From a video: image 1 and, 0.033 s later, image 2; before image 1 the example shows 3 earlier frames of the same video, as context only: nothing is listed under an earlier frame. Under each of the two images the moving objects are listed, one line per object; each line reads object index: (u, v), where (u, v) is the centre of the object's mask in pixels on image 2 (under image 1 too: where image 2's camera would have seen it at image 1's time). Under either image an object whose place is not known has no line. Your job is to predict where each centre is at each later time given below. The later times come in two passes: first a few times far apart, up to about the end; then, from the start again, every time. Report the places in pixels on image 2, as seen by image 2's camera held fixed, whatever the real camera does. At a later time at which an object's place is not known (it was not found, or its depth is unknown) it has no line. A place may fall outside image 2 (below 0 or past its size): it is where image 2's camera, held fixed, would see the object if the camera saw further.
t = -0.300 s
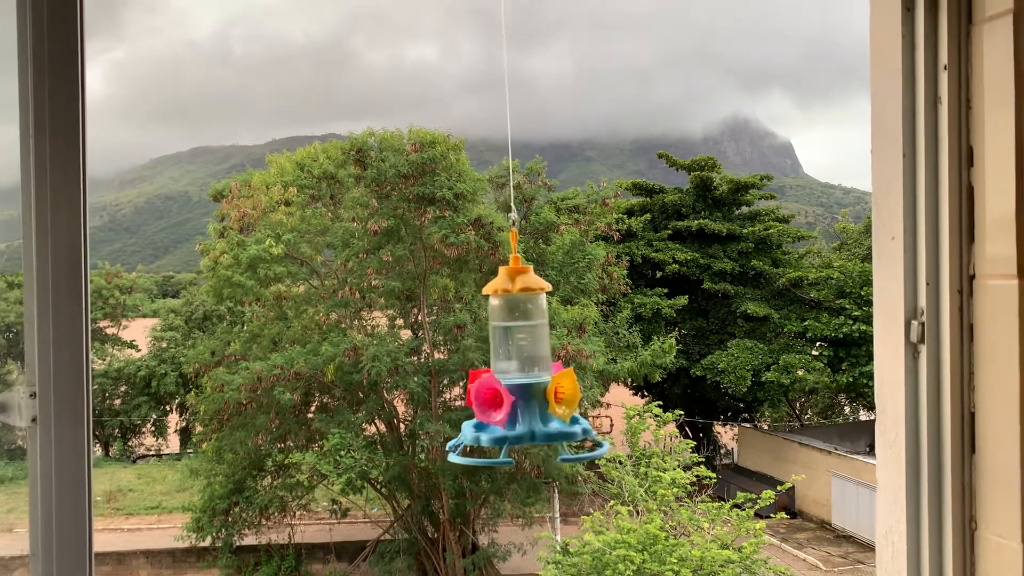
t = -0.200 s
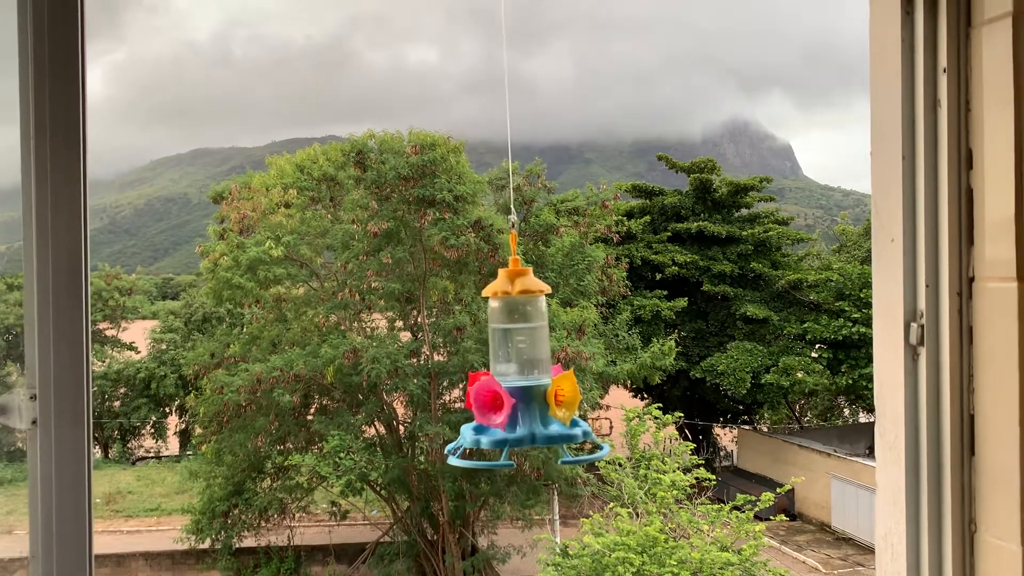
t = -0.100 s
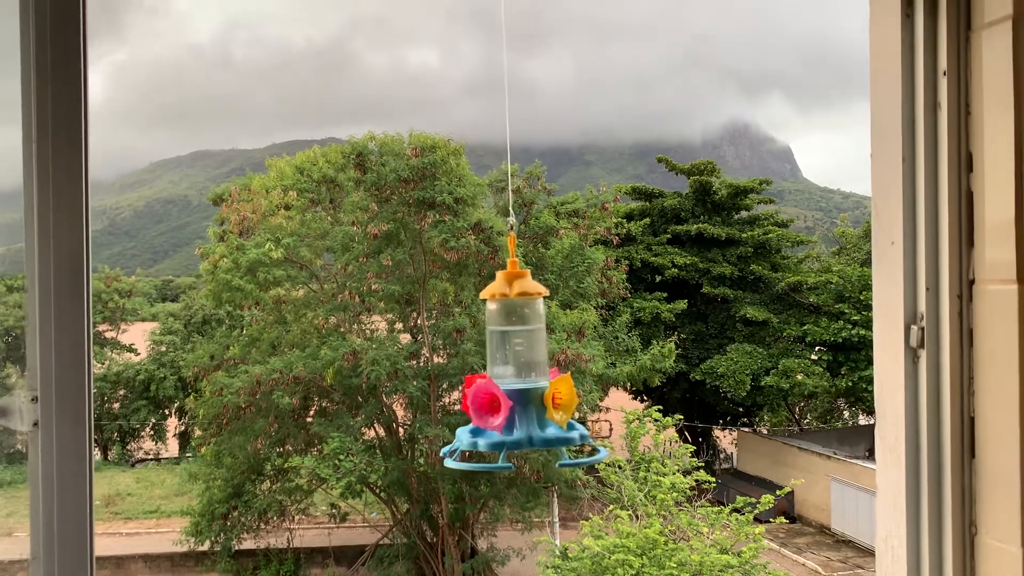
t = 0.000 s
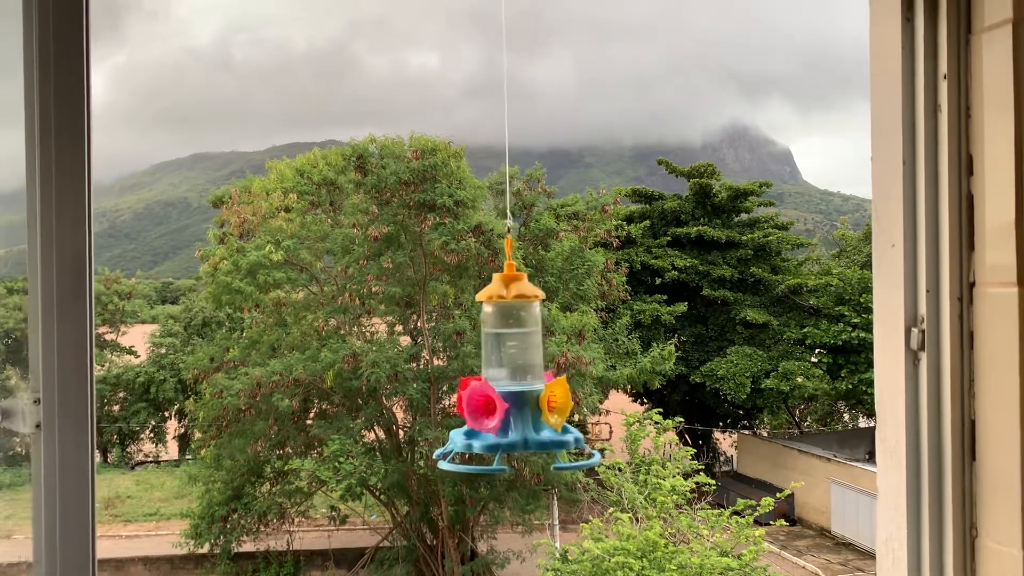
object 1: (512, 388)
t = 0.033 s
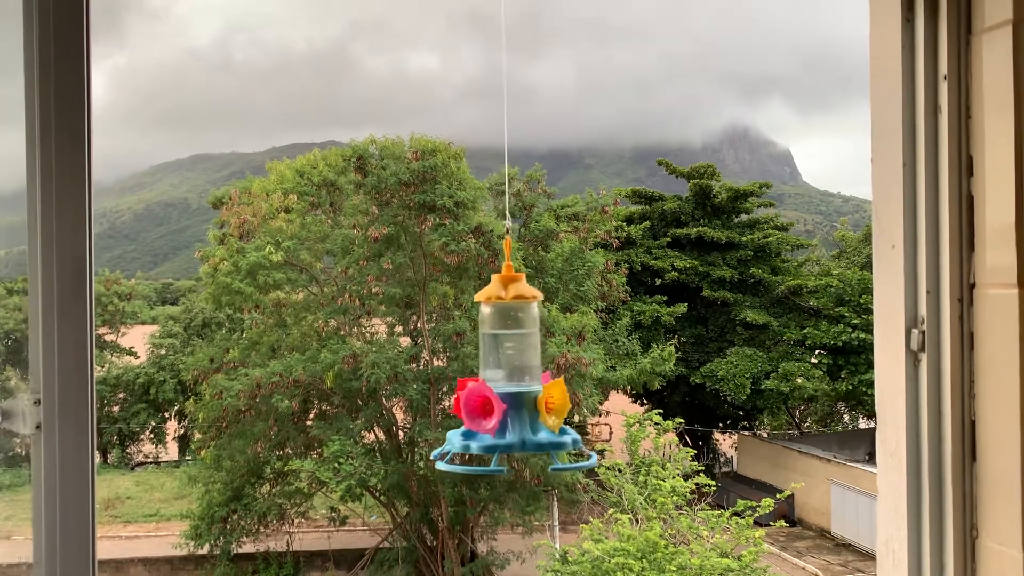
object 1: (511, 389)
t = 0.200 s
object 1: (499, 390)
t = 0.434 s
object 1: (494, 390)
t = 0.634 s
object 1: (502, 390)
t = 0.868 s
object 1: (517, 389)
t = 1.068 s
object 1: (521, 389)
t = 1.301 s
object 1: (511, 388)
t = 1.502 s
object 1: (498, 388)
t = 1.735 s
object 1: (494, 388)
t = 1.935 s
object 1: (507, 387)
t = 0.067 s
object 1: (508, 389)
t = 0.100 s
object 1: (505, 388)
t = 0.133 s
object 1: (503, 390)
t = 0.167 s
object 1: (501, 390)
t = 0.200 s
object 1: (499, 390)
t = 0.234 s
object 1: (497, 390)
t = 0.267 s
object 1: (496, 390)
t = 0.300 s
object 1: (495, 390)
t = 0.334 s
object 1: (494, 390)
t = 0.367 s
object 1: (494, 390)
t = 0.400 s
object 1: (494, 390)
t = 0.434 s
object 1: (494, 390)
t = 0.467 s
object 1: (495, 390)
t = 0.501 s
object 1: (496, 390)
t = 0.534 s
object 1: (498, 390)
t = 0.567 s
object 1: (499, 390)
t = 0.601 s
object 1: (501, 390)
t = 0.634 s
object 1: (502, 390)
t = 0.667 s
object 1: (504, 390)
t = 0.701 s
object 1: (507, 390)
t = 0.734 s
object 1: (509, 390)
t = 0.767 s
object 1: (511, 390)
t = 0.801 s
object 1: (513, 390)
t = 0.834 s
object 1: (515, 389)
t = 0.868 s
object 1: (517, 389)
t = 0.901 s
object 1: (518, 389)
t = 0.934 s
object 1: (520, 389)
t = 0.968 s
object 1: (520, 389)
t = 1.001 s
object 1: (521, 389)
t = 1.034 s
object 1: (521, 389)
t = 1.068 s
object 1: (521, 389)
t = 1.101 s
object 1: (520, 390)
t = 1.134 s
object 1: (519, 389)
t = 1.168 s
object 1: (518, 389)
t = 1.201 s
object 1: (517, 389)
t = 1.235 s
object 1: (515, 389)
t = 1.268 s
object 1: (513, 388)
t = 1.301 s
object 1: (511, 388)
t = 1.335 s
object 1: (509, 388)
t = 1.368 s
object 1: (506, 388)
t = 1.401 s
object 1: (504, 388)
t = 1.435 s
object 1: (502, 388)
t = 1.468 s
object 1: (500, 388)
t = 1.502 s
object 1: (498, 388)
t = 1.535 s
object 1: (497, 388)
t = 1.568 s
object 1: (495, 388)
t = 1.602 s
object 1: (494, 388)
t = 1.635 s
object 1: (494, 388)
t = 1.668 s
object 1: (494, 388)
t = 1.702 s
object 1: (494, 388)
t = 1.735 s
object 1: (494, 388)
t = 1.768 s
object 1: (496, 387)
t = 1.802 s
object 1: (497, 388)
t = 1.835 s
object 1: (499, 388)
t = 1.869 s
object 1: (502, 387)
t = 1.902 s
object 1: (504, 387)
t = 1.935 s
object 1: (507, 387)
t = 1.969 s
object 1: (509, 387)
